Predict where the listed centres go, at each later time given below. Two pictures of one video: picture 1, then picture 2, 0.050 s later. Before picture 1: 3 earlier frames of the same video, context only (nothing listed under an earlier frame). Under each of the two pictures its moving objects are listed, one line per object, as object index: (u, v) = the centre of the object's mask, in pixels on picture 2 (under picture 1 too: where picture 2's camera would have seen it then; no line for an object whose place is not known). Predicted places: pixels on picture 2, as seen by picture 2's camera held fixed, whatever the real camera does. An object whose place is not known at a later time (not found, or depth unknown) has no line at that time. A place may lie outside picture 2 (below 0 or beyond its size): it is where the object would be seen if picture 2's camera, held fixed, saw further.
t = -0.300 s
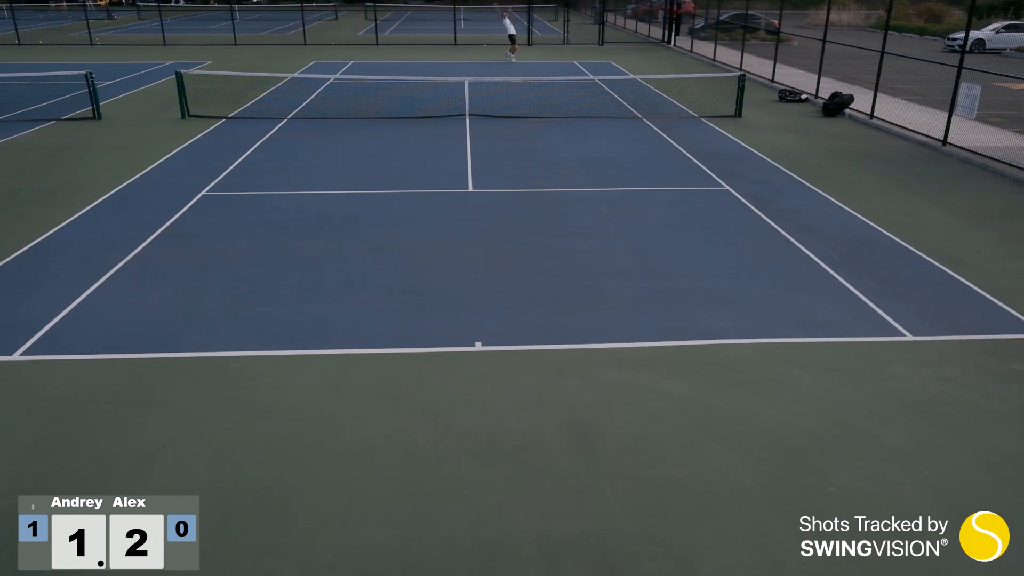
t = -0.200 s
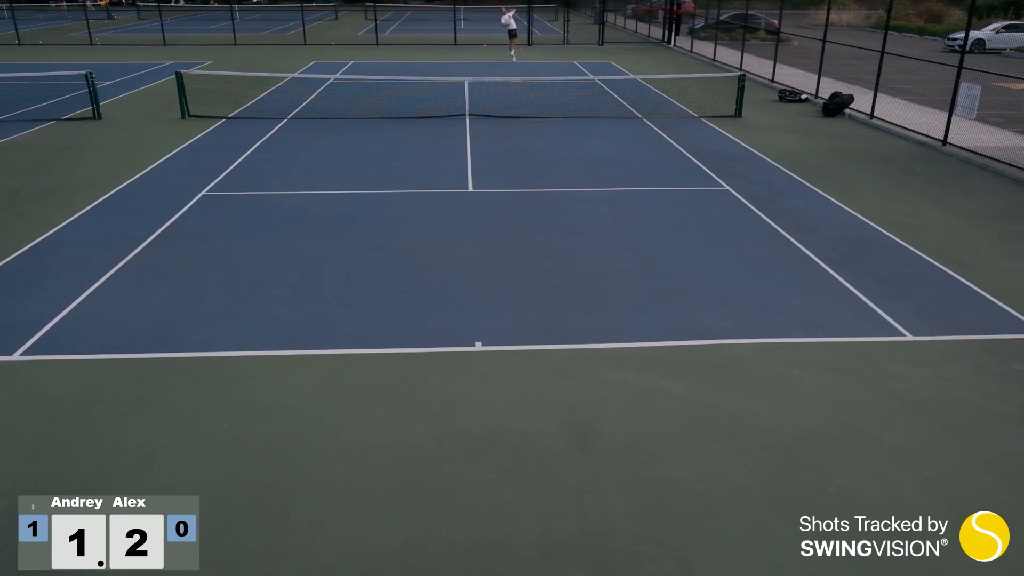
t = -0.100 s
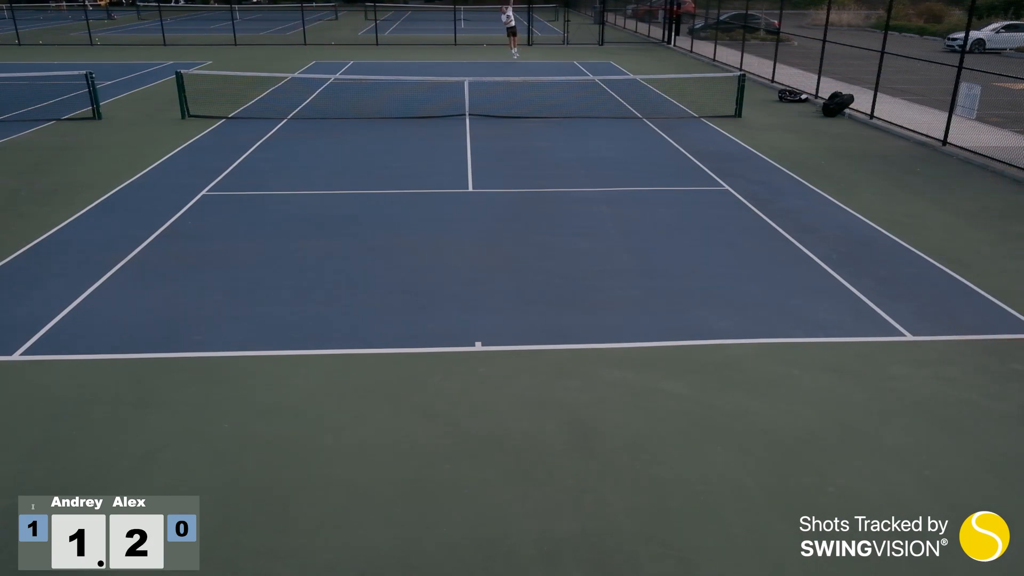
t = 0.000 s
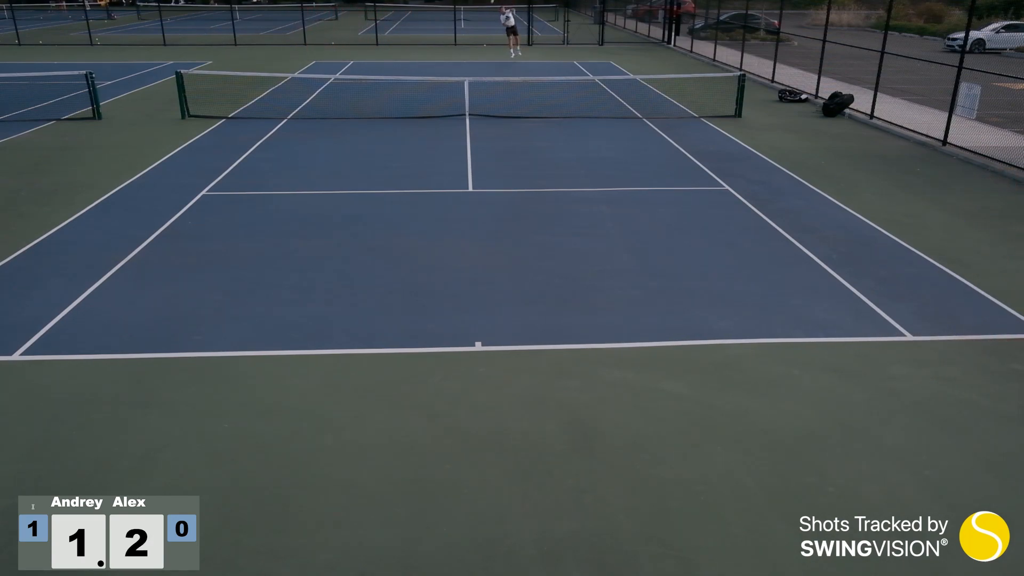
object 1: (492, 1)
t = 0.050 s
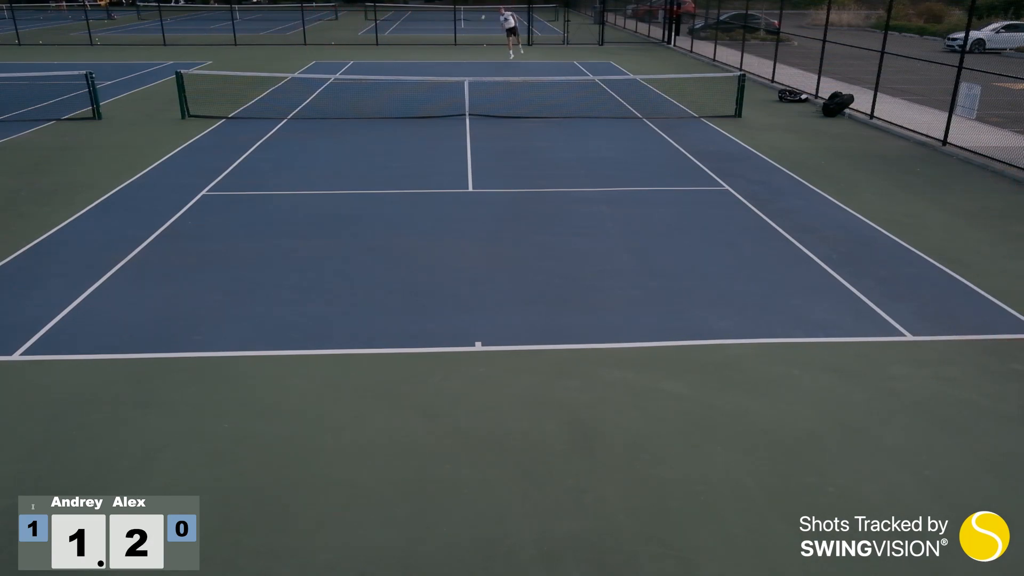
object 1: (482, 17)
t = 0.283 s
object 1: (423, 140)
